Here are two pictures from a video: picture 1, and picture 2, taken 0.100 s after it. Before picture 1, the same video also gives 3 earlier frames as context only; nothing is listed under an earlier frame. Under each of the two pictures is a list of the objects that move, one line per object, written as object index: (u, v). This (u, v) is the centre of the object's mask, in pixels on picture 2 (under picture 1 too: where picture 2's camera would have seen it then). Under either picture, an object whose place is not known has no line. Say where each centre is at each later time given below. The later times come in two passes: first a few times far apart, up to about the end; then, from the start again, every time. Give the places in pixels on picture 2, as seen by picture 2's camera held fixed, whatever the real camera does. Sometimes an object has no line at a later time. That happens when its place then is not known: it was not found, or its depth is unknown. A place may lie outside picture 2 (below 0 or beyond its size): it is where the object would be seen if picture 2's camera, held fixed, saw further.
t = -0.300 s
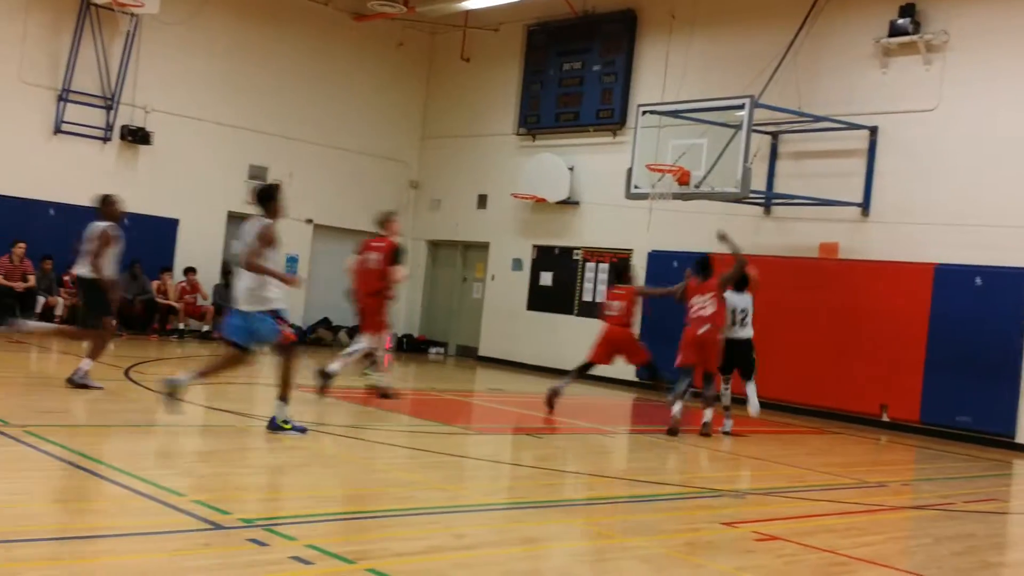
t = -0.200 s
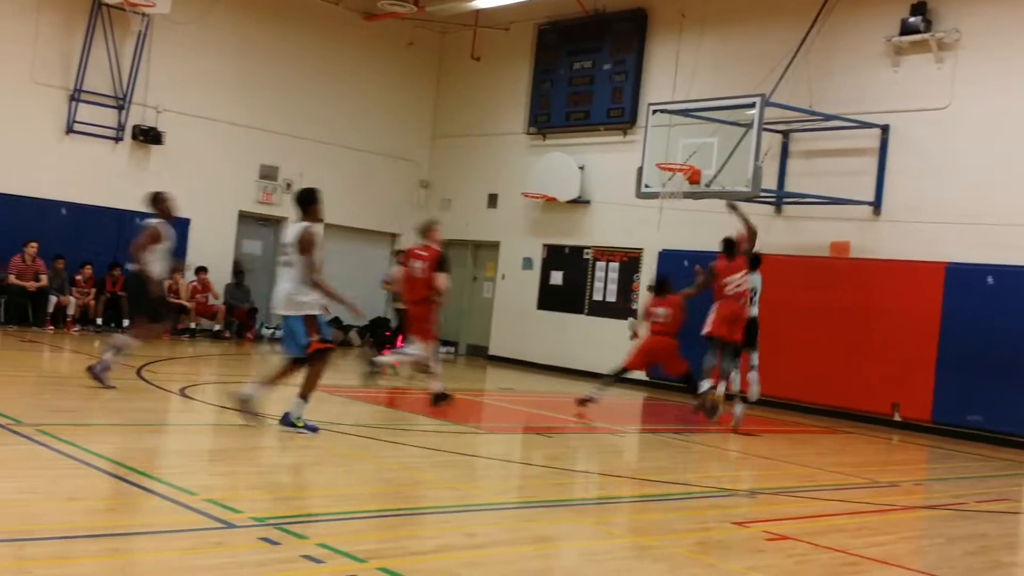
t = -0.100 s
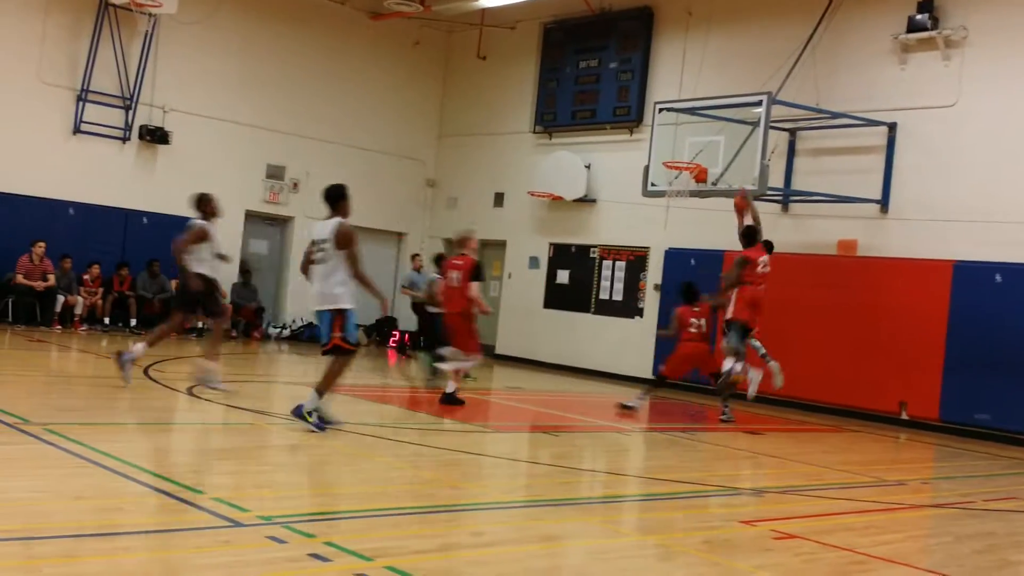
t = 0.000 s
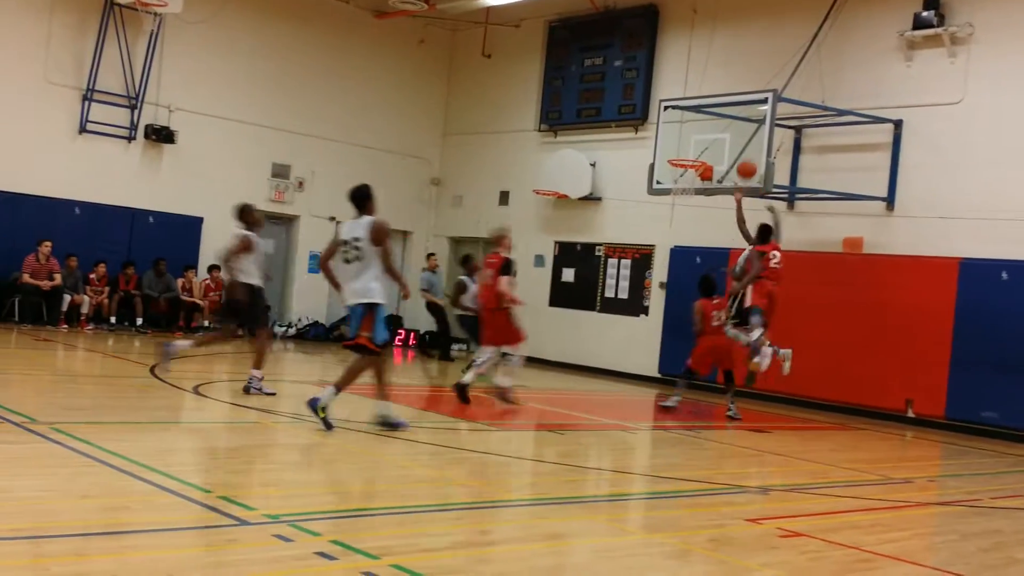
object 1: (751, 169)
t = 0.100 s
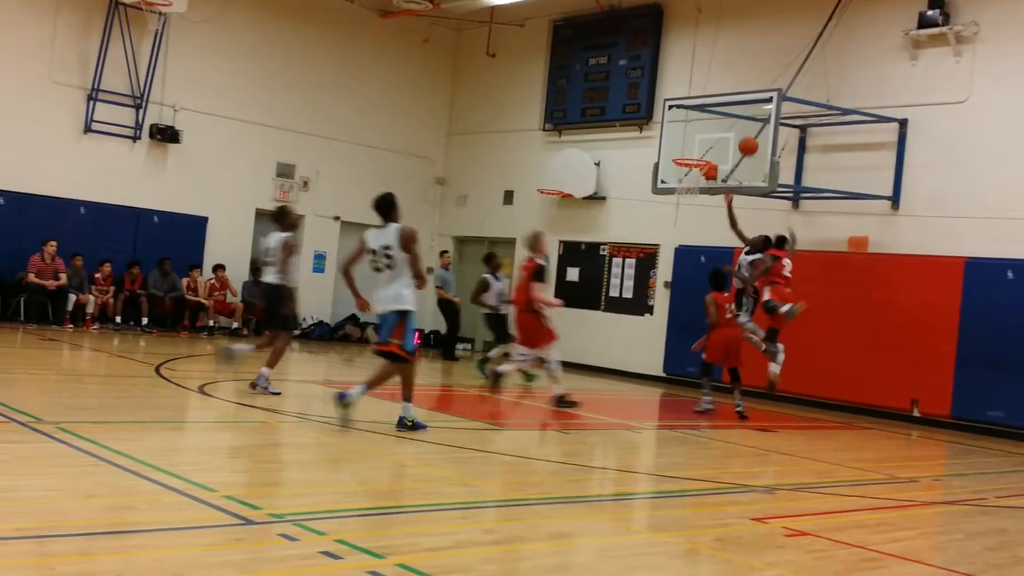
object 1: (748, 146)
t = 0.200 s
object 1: (745, 132)
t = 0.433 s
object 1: (731, 130)
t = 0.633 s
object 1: (721, 155)
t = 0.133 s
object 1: (747, 140)
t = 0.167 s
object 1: (746, 136)
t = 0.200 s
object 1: (745, 132)
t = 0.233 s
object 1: (743, 129)
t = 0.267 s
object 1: (741, 128)
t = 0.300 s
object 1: (739, 126)
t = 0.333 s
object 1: (737, 126)
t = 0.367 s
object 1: (735, 126)
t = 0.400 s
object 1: (733, 128)
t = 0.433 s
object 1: (731, 130)
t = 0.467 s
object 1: (728, 133)
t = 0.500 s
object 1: (725, 137)
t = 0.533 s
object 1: (723, 143)
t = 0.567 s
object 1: (721, 148)
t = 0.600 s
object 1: (718, 154)
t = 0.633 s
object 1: (721, 155)
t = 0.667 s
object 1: (727, 155)
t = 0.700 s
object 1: (731, 156)
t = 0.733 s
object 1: (737, 158)
